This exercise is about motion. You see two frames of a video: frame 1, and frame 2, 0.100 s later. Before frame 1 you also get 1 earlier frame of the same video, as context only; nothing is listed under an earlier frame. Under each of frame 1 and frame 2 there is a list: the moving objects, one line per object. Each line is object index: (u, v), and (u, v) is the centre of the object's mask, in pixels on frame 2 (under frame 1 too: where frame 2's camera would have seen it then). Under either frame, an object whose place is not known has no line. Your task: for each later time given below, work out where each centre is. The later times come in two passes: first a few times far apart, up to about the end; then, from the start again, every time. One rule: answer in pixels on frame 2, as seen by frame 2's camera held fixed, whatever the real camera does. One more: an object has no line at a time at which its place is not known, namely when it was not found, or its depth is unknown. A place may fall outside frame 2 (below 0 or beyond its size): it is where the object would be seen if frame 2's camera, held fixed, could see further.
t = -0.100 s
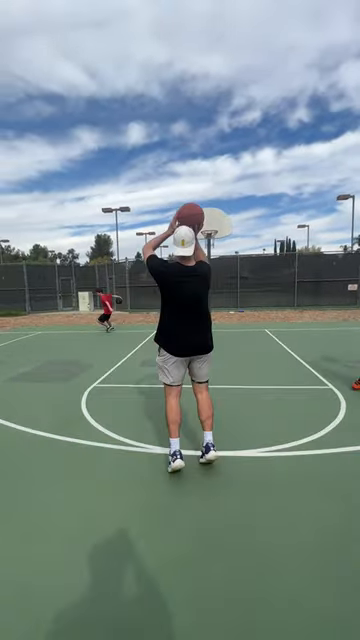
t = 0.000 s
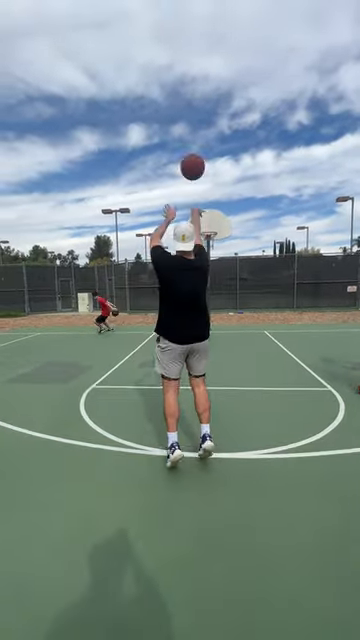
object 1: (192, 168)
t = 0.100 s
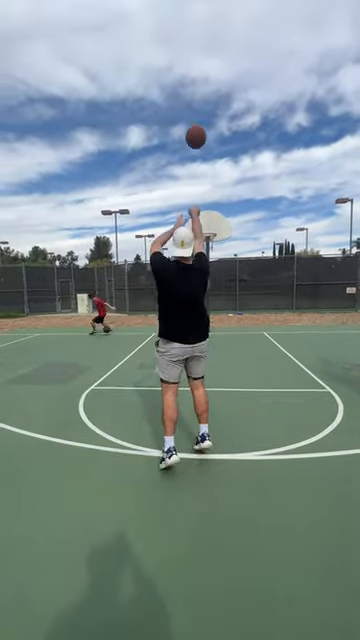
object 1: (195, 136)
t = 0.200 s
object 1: (199, 121)
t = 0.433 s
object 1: (205, 118)
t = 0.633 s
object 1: (209, 138)
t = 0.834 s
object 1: (213, 170)
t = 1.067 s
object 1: (217, 215)
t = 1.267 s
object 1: (222, 218)
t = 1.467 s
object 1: (230, 204)
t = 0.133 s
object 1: (196, 130)
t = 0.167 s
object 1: (197, 124)
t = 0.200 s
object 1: (199, 121)
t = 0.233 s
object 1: (199, 118)
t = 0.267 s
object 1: (200, 116)
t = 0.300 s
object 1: (201, 115)
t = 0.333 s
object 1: (202, 115)
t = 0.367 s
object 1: (203, 116)
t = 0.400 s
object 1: (204, 117)
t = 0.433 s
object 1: (205, 118)
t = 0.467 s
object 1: (205, 121)
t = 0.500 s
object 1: (206, 123)
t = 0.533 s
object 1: (207, 126)
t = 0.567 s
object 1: (207, 130)
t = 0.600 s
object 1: (209, 134)
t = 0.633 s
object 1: (209, 138)
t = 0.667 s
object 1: (210, 143)
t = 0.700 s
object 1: (210, 148)
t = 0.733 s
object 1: (211, 153)
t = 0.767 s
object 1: (212, 159)
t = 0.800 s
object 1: (212, 165)
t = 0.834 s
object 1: (213, 170)
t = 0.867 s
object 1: (214, 176)
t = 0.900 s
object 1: (214, 182)
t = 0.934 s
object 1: (215, 189)
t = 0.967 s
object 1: (215, 195)
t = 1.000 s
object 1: (216, 201)
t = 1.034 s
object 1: (216, 208)
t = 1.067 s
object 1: (217, 215)
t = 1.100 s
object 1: (217, 222)
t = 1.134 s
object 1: (218, 229)
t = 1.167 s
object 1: (219, 228)
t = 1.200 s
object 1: (220, 225)
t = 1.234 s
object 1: (221, 221)
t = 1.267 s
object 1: (222, 218)
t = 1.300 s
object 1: (223, 215)
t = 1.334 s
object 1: (225, 212)
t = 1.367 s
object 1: (225, 209)
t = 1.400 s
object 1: (227, 207)
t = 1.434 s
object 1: (228, 205)
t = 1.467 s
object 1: (230, 204)
